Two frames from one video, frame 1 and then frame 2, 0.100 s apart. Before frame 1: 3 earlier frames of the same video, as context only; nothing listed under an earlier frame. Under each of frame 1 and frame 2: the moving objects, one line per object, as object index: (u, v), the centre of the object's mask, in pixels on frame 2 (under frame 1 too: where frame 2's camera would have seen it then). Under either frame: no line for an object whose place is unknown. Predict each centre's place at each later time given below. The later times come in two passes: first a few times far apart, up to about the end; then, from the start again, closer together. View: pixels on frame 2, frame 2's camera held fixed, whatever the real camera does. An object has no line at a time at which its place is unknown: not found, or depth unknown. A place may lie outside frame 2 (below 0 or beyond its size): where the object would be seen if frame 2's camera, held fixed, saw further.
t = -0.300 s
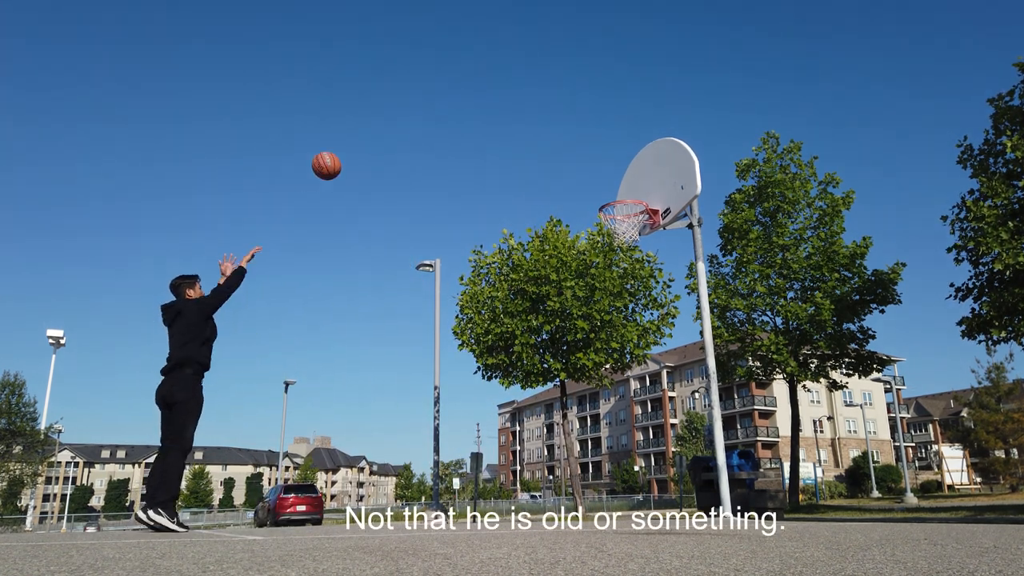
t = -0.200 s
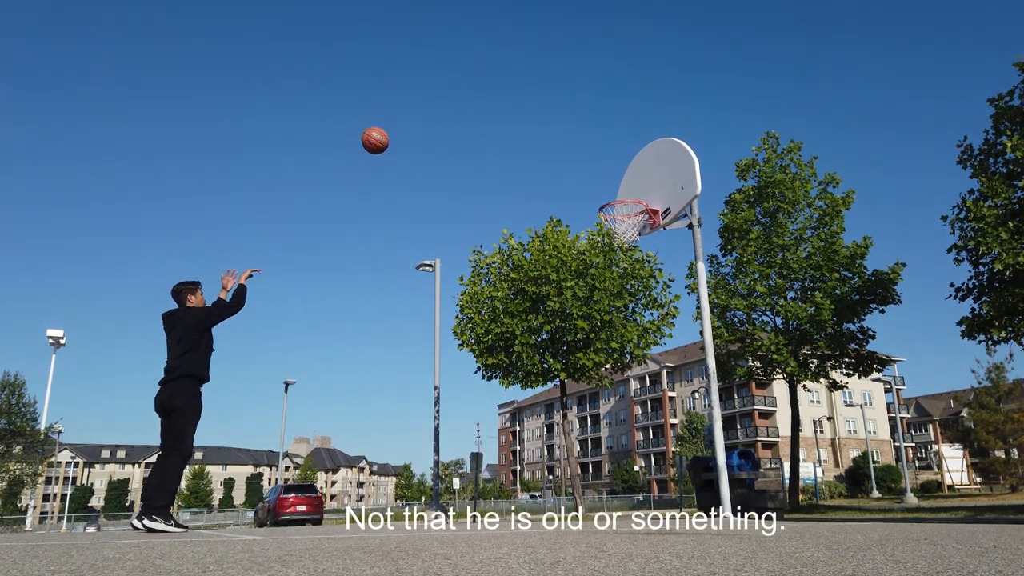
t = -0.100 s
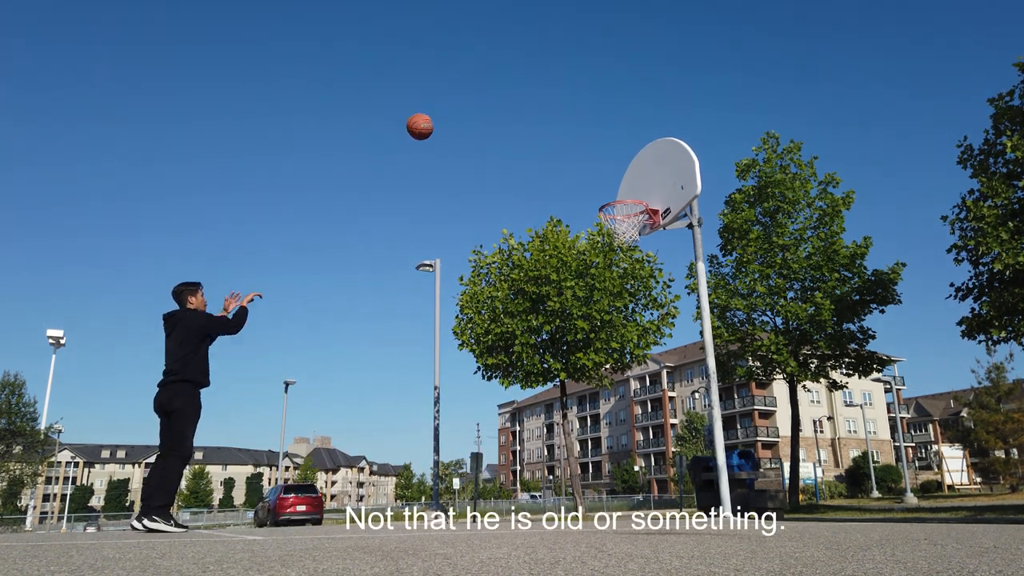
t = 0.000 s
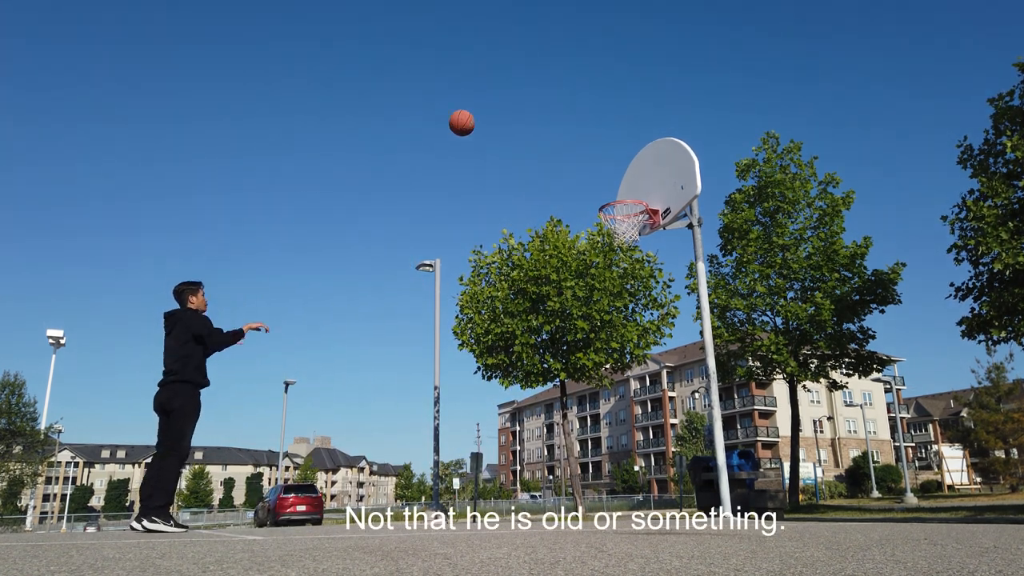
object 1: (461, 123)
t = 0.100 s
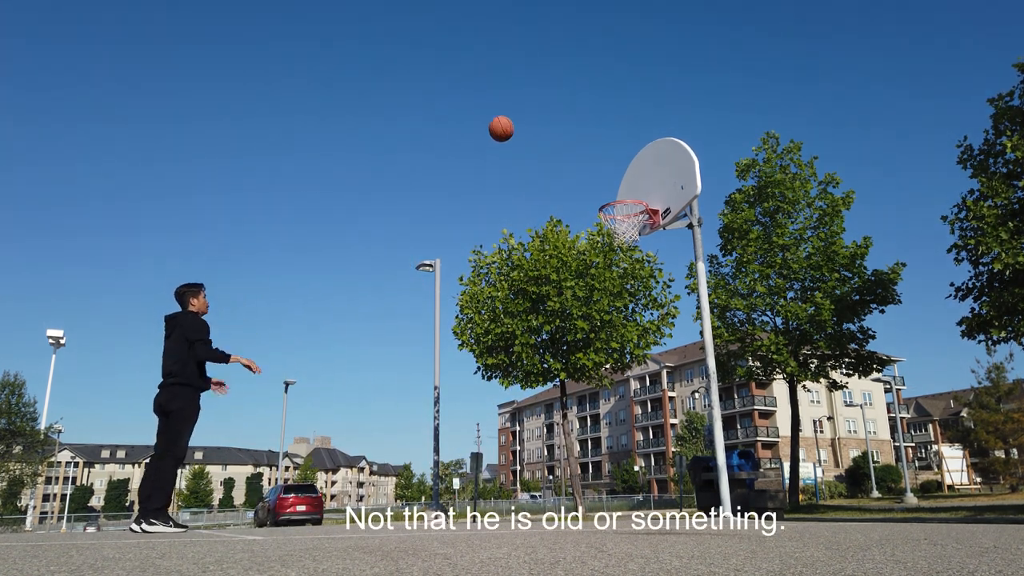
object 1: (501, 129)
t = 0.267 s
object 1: (564, 158)
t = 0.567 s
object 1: (633, 221)
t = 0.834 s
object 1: (622, 253)
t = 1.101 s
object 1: (611, 346)
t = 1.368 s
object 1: (602, 498)
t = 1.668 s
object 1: (578, 359)
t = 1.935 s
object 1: (562, 320)
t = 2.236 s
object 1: (546, 359)
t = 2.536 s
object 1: (534, 495)
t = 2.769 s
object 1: (523, 423)
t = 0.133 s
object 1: (514, 132)
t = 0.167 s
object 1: (527, 137)
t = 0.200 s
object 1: (539, 143)
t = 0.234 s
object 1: (551, 150)
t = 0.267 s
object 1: (564, 158)
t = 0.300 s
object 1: (576, 166)
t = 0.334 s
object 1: (588, 176)
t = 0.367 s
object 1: (600, 187)
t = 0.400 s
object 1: (612, 197)
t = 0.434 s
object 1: (625, 212)
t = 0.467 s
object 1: (638, 222)
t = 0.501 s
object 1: (635, 221)
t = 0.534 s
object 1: (633, 221)
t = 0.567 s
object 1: (633, 221)
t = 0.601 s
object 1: (632, 221)
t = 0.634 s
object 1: (632, 224)
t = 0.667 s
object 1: (630, 228)
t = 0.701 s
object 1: (629, 232)
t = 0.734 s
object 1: (626, 239)
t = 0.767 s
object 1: (625, 243)
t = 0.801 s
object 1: (624, 247)
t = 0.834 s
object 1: (622, 253)
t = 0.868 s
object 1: (620, 260)
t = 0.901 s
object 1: (619, 269)
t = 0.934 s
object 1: (617, 279)
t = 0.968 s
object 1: (615, 290)
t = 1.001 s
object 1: (615, 302)
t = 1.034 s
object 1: (613, 315)
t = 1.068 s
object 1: (612, 330)
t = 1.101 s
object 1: (611, 346)
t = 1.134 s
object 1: (609, 364)
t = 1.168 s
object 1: (609, 382)
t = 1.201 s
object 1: (608, 402)
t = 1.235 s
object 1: (607, 424)
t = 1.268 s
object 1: (606, 447)
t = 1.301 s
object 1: (606, 472)
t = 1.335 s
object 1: (604, 498)
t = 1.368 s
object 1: (602, 498)
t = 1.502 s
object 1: (591, 422)
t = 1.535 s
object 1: (588, 407)
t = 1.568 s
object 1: (586, 393)
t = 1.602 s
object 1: (583, 380)
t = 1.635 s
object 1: (580, 370)
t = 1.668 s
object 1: (578, 359)
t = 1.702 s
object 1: (575, 350)
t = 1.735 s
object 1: (574, 342)
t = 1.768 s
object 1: (571, 336)
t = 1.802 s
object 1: (569, 330)
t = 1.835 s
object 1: (567, 326)
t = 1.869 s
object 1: (565, 322)
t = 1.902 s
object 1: (563, 321)
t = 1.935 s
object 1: (562, 320)
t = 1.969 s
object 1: (560, 320)
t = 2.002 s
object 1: (558, 321)
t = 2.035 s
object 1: (556, 323)
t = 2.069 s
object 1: (554, 326)
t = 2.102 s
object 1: (552, 331)
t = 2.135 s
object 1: (551, 335)
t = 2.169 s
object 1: (549, 343)
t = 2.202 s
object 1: (548, 351)
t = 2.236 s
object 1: (546, 359)
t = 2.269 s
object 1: (545, 370)
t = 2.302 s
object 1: (543, 381)
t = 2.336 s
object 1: (541, 392)
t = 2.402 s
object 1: (538, 422)
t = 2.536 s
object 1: (534, 495)
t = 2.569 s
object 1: (532, 507)
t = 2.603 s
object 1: (531, 490)
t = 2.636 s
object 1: (529, 473)
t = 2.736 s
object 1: (524, 434)
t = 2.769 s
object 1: (523, 423)
